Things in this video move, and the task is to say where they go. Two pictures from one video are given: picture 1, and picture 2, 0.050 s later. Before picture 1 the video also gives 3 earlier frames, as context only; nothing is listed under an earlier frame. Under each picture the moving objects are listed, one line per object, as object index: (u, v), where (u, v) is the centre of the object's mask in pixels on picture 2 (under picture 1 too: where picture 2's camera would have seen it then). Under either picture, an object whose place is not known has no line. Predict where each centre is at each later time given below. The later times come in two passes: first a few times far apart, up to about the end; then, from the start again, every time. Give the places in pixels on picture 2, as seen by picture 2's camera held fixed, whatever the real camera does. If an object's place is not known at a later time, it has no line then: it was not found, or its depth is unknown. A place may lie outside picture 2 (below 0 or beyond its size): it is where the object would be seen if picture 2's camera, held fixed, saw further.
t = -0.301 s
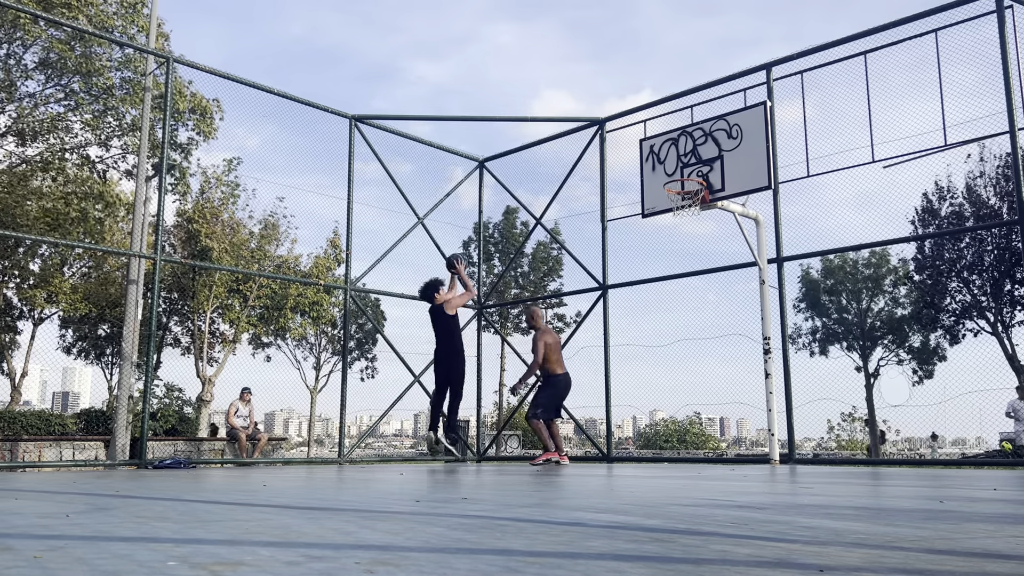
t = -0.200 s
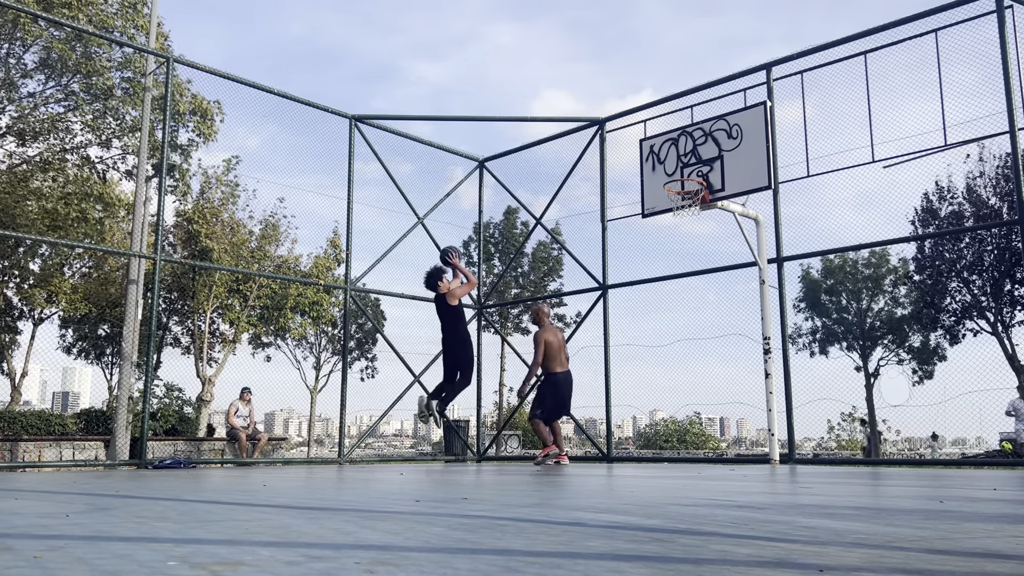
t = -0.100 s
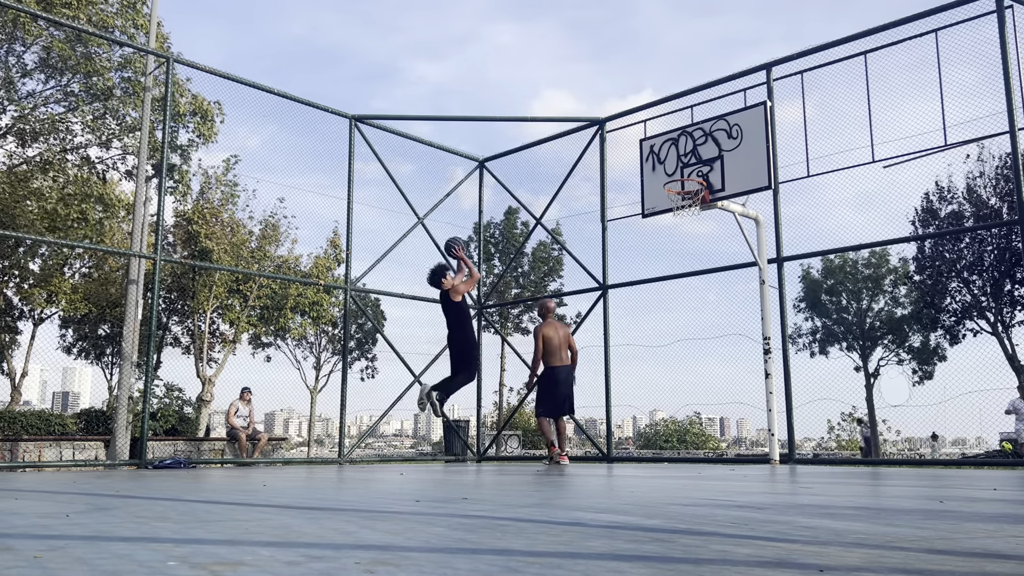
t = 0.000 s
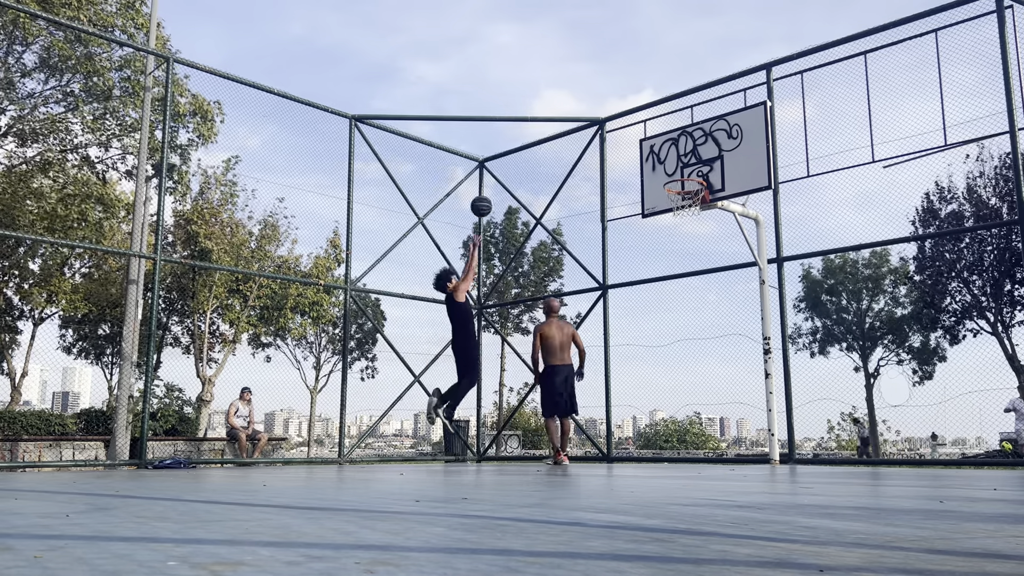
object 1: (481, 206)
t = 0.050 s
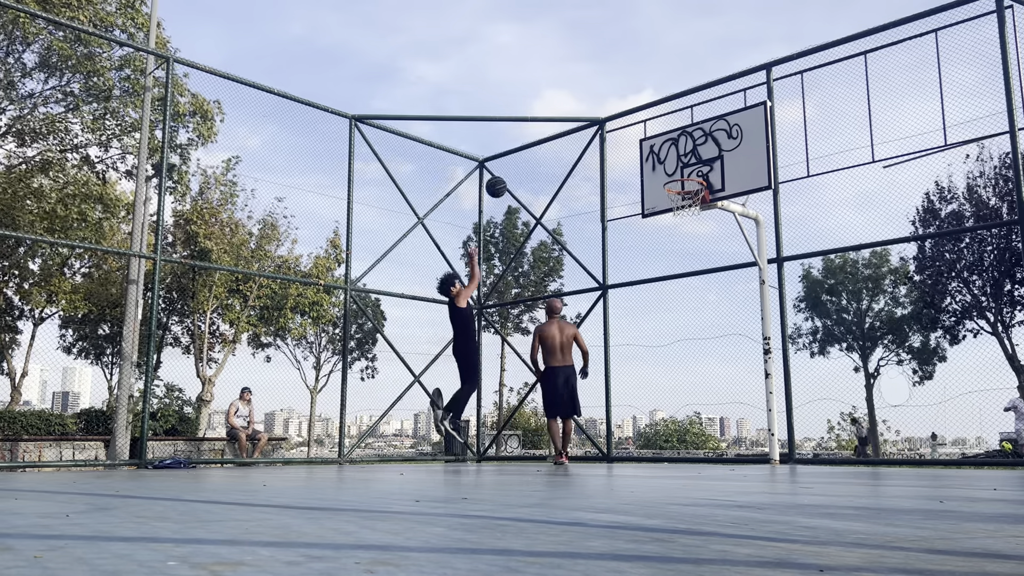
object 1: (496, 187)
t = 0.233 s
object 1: (548, 136)
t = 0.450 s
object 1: (608, 112)
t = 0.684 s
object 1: (670, 131)
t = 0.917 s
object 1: (699, 173)
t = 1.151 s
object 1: (648, 153)
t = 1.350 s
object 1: (603, 169)
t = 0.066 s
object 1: (501, 181)
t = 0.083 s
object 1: (506, 175)
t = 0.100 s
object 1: (510, 170)
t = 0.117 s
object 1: (515, 165)
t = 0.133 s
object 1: (520, 160)
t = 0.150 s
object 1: (525, 155)
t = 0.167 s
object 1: (530, 151)
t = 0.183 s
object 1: (534, 147)
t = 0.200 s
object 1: (539, 143)
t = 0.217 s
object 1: (544, 139)
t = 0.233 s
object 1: (548, 136)
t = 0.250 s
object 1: (553, 133)
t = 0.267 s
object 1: (558, 130)
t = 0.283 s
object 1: (562, 127)
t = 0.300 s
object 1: (567, 125)
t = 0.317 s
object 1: (572, 122)
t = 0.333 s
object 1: (576, 121)
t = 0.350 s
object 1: (581, 119)
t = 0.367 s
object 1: (585, 117)
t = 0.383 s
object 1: (590, 116)
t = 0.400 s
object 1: (594, 114)
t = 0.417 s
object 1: (598, 113)
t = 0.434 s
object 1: (603, 112)
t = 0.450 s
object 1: (608, 112)
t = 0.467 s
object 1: (612, 113)
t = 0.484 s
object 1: (617, 113)
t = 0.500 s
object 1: (621, 113)
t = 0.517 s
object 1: (626, 114)
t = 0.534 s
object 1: (630, 114)
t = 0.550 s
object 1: (635, 115)
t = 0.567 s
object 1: (639, 117)
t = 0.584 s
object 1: (643, 118)
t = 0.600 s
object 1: (648, 119)
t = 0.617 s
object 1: (652, 121)
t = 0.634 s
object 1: (657, 123)
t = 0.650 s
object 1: (661, 125)
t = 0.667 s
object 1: (665, 128)
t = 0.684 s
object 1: (670, 131)
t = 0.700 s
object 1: (674, 133)
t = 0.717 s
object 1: (678, 136)
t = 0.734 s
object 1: (683, 140)
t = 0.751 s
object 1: (687, 142)
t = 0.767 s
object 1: (692, 147)
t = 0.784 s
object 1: (696, 151)
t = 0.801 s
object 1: (701, 154)
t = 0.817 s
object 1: (701, 157)
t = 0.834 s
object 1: (701, 159)
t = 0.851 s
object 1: (701, 163)
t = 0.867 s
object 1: (701, 166)
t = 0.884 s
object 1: (700, 169)
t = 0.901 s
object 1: (701, 171)
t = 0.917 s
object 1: (699, 173)
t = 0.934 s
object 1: (697, 171)
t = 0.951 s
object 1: (692, 170)
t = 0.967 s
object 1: (689, 167)
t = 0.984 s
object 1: (685, 164)
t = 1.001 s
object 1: (681, 162)
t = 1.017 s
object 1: (677, 160)
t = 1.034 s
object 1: (673, 159)
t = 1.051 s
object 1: (669, 157)
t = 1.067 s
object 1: (666, 156)
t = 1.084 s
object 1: (662, 155)
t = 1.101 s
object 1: (658, 154)
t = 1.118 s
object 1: (655, 154)
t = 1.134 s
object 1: (651, 153)
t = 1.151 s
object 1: (648, 153)
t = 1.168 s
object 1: (644, 153)
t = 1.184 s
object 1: (640, 153)
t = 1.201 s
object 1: (637, 154)
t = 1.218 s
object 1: (632, 155)
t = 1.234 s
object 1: (629, 156)
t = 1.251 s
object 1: (625, 157)
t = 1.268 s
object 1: (622, 158)
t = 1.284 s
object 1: (618, 160)
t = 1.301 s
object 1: (614, 162)
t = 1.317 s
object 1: (611, 164)
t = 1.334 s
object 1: (607, 167)
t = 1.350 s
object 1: (603, 169)
